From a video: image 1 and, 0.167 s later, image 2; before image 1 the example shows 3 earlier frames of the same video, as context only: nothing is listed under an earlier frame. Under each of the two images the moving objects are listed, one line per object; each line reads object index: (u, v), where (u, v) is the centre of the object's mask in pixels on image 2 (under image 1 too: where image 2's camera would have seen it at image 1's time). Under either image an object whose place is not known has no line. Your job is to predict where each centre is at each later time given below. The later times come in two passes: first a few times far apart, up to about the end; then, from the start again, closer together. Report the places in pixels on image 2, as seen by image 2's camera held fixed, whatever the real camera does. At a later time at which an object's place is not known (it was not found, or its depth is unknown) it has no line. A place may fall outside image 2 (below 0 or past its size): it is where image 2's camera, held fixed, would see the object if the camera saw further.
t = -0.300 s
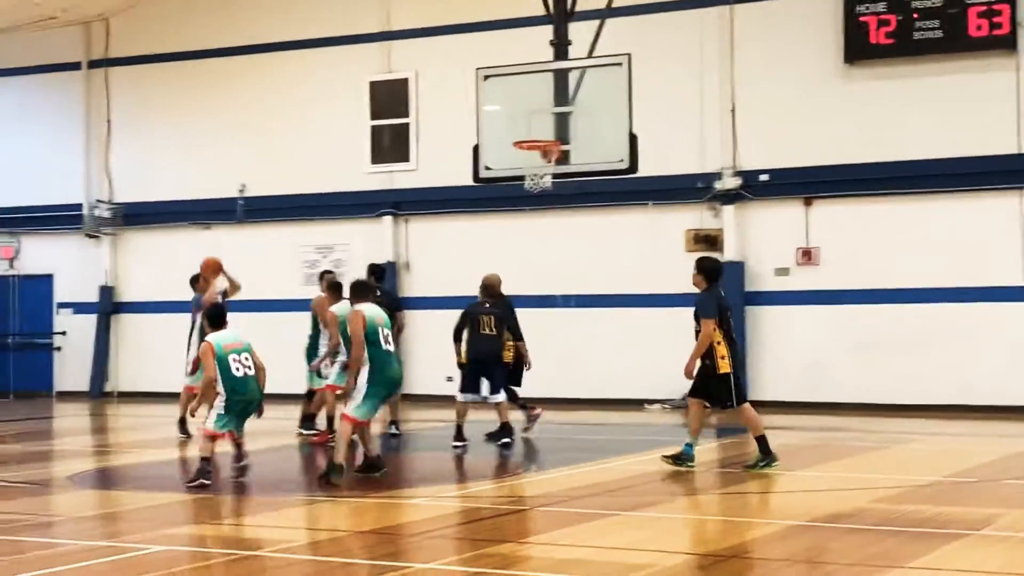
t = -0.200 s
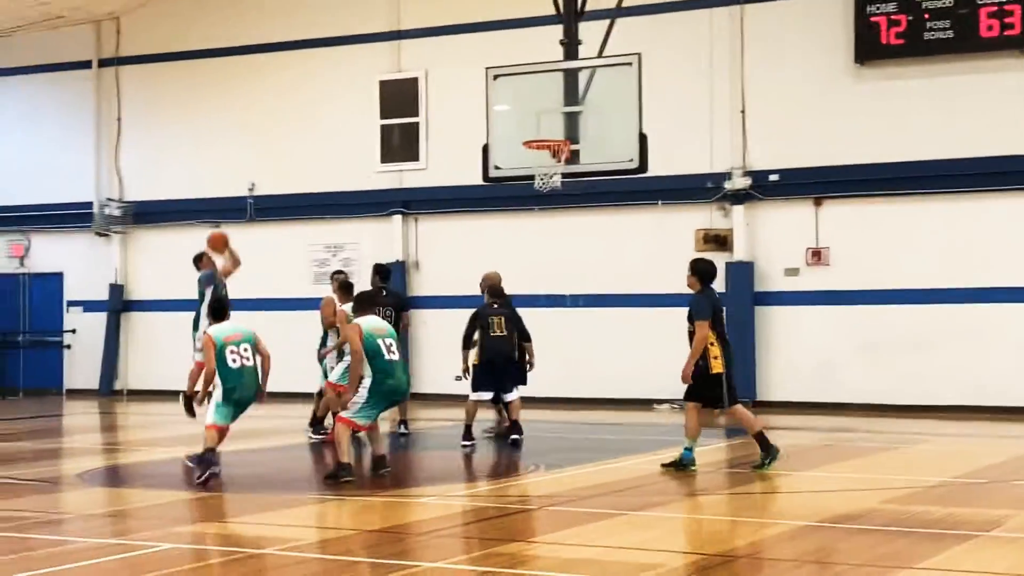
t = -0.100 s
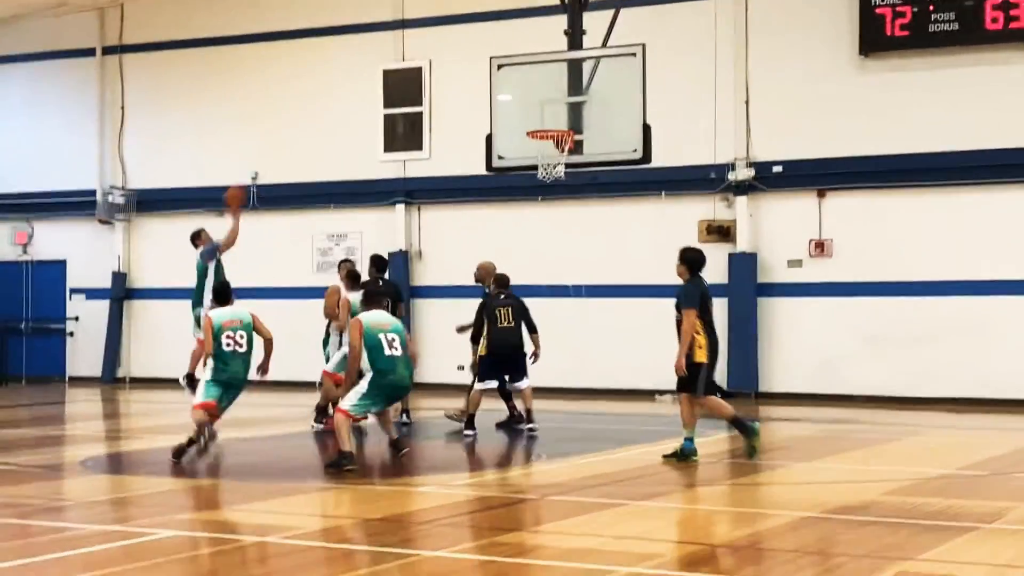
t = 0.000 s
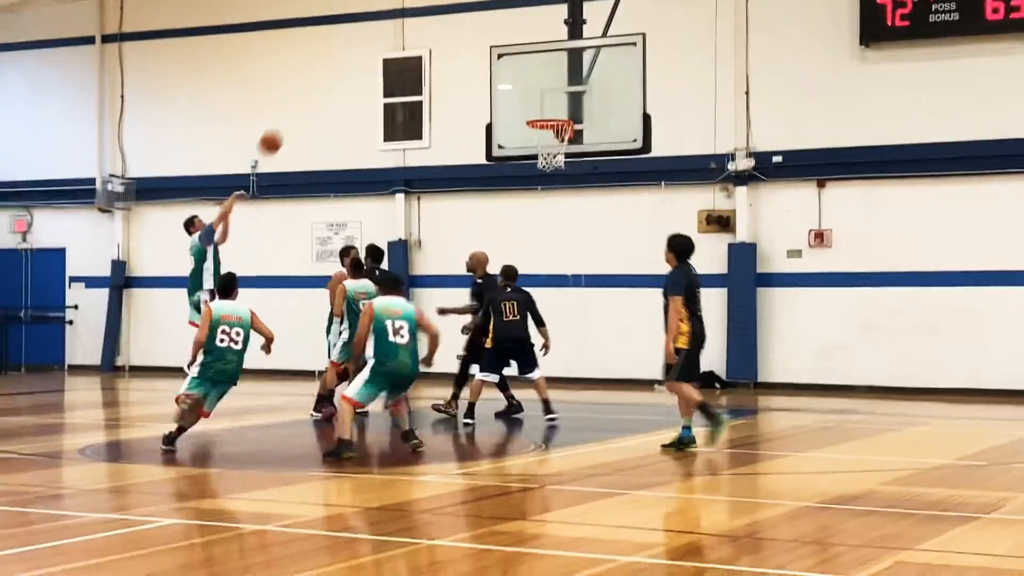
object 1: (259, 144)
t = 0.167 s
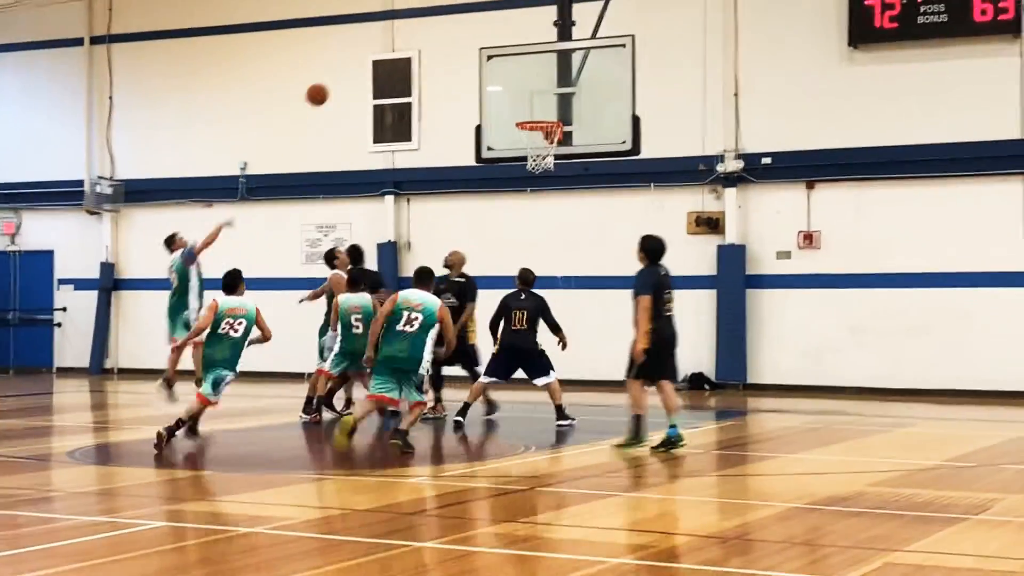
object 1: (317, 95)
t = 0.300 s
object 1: (362, 73)
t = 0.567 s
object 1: (454, 79)
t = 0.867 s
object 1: (500, 91)
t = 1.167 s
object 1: (473, 91)
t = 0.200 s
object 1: (328, 88)
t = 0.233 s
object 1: (340, 82)
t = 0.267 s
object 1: (351, 77)
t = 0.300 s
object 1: (362, 73)
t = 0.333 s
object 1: (374, 71)
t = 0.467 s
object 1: (421, 69)
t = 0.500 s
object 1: (432, 71)
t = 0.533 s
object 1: (443, 74)
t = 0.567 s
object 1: (454, 79)
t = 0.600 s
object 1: (466, 84)
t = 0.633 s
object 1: (477, 91)
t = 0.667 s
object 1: (489, 98)
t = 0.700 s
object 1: (500, 106)
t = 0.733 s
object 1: (510, 115)
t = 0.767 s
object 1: (509, 109)
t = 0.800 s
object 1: (506, 102)
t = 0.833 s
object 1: (503, 96)
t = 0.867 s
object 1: (500, 91)
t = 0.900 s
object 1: (497, 86)
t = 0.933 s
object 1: (494, 83)
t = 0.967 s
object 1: (491, 81)
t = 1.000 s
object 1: (488, 80)
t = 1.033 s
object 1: (485, 80)
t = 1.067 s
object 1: (482, 81)
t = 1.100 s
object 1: (479, 83)
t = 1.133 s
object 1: (476, 86)
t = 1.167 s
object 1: (473, 91)
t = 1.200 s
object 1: (470, 96)
